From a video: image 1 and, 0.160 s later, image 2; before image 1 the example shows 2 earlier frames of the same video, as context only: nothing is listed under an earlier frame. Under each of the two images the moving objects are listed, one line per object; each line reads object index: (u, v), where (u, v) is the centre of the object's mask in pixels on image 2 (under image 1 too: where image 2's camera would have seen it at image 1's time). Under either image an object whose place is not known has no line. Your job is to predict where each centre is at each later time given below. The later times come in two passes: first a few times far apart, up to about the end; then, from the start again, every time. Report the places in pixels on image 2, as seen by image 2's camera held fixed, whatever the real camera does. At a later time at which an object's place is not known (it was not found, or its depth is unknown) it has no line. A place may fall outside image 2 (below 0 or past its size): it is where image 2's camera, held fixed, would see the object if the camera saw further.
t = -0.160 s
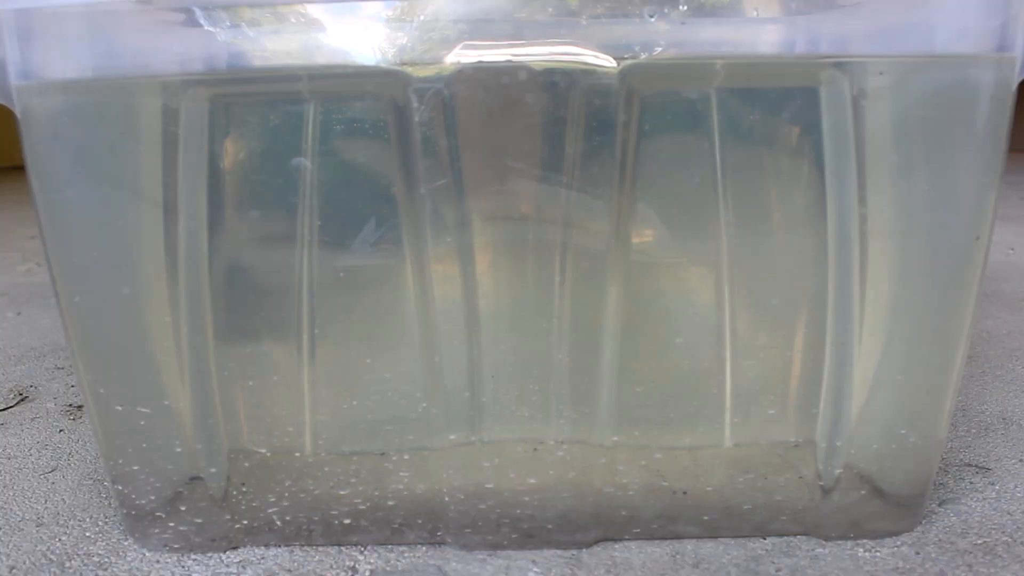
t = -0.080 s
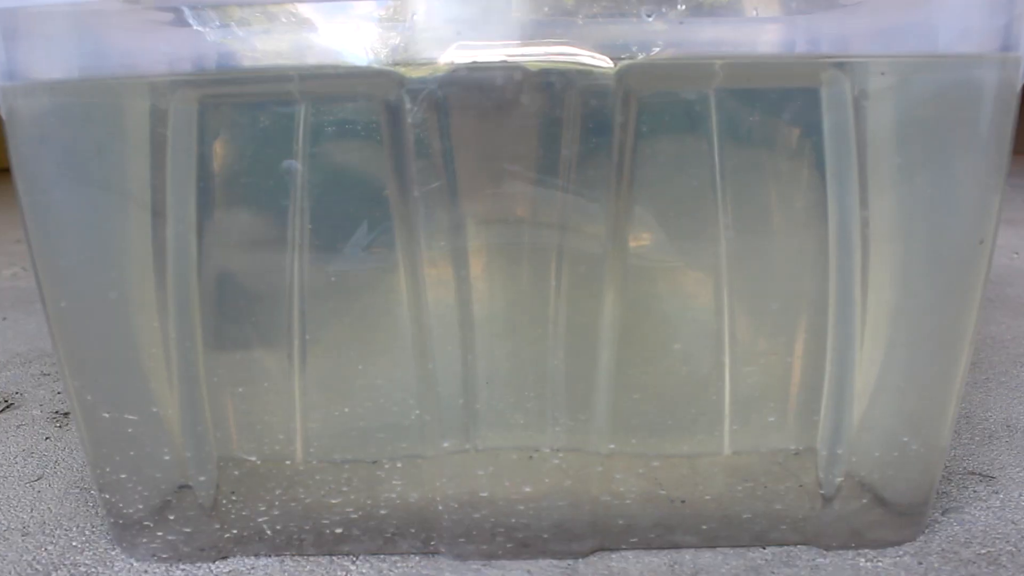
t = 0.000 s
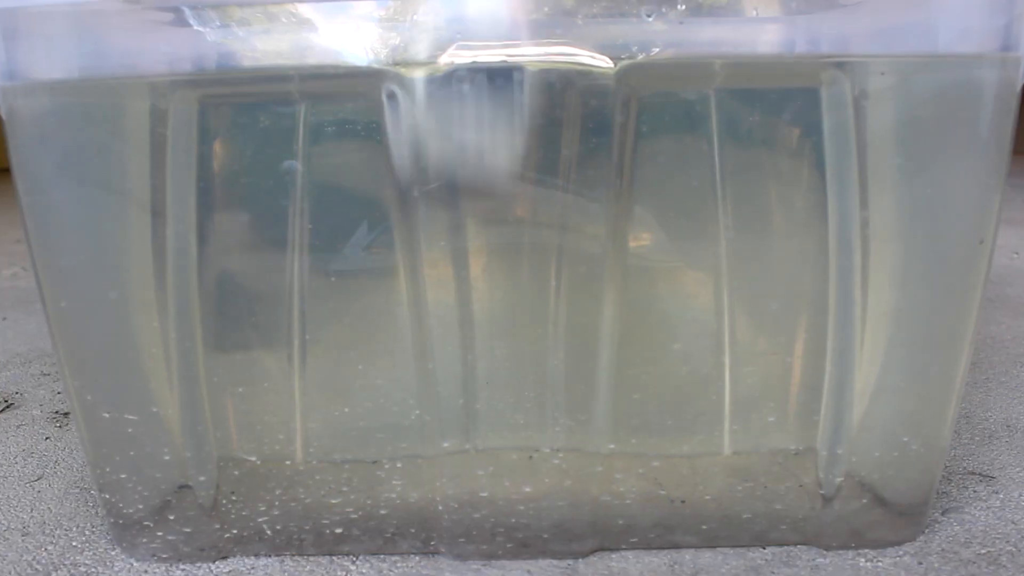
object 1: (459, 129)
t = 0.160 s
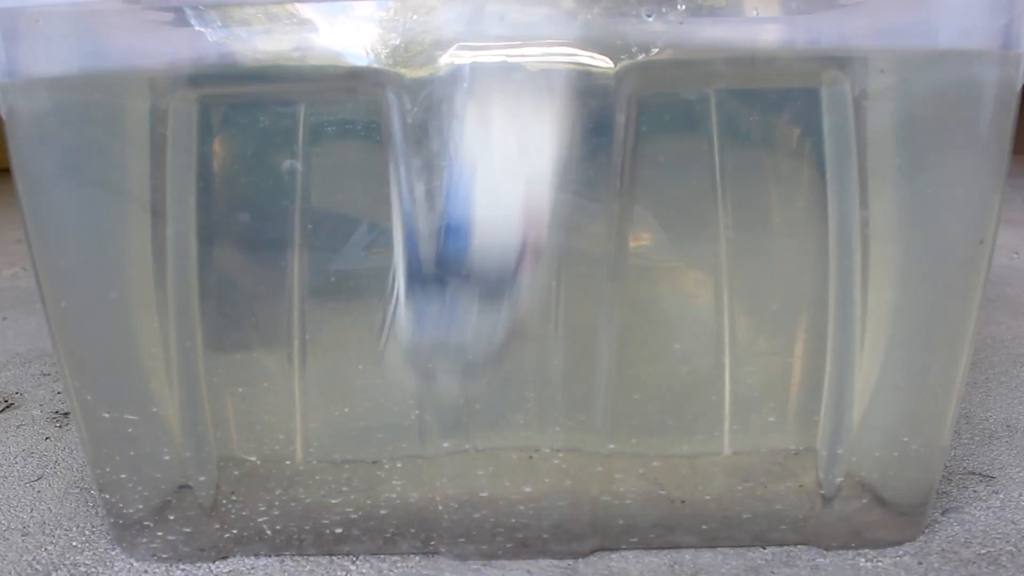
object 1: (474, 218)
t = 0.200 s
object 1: (476, 232)
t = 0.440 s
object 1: (479, 290)
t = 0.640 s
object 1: (471, 301)
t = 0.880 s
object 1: (469, 285)
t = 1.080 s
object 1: (472, 277)
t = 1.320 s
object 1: (478, 294)
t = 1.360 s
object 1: (480, 300)
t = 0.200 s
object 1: (476, 232)
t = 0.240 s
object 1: (476, 244)
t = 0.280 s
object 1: (477, 254)
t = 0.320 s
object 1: (480, 267)
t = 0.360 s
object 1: (482, 275)
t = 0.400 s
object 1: (482, 285)
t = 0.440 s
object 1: (479, 290)
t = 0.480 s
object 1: (478, 293)
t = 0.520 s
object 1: (475, 298)
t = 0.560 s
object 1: (473, 300)
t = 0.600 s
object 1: (472, 299)
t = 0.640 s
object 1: (471, 301)
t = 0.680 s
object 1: (470, 306)
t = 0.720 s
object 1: (470, 299)
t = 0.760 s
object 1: (470, 297)
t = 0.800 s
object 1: (469, 291)
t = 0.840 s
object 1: (468, 288)
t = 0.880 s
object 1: (469, 285)
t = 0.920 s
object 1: (469, 283)
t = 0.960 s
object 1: (470, 280)
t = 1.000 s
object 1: (471, 277)
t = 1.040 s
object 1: (471, 277)
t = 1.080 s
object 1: (472, 277)
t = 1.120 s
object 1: (473, 278)
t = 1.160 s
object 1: (474, 279)
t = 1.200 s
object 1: (475, 282)
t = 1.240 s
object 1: (476, 284)
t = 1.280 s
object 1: (478, 290)
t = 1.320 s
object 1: (478, 294)
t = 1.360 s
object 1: (480, 300)
